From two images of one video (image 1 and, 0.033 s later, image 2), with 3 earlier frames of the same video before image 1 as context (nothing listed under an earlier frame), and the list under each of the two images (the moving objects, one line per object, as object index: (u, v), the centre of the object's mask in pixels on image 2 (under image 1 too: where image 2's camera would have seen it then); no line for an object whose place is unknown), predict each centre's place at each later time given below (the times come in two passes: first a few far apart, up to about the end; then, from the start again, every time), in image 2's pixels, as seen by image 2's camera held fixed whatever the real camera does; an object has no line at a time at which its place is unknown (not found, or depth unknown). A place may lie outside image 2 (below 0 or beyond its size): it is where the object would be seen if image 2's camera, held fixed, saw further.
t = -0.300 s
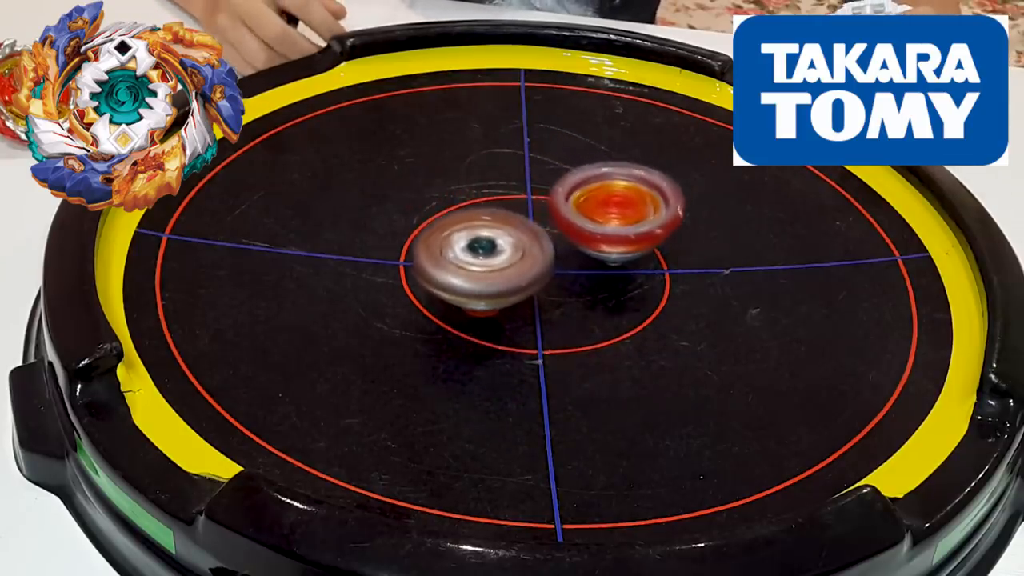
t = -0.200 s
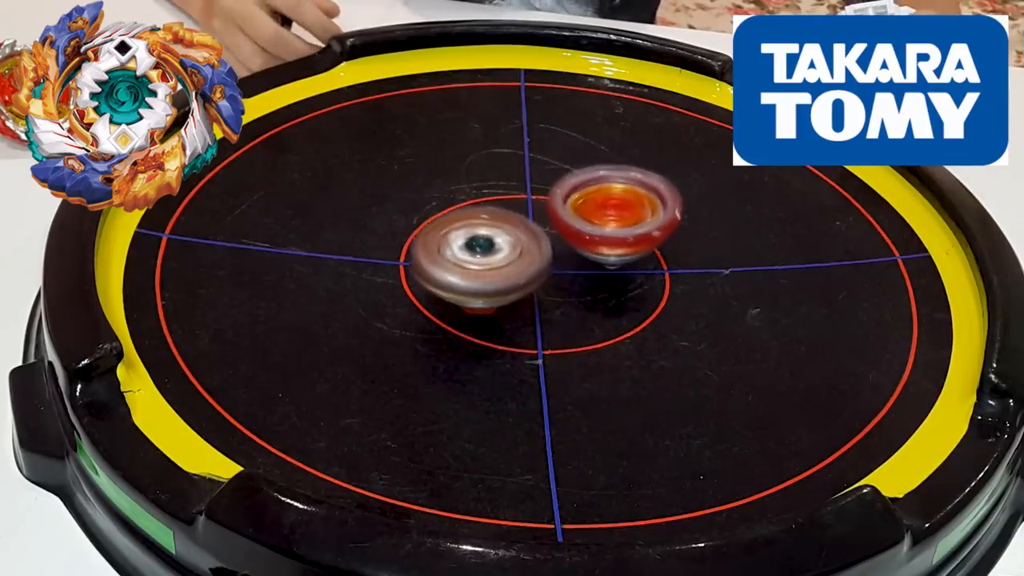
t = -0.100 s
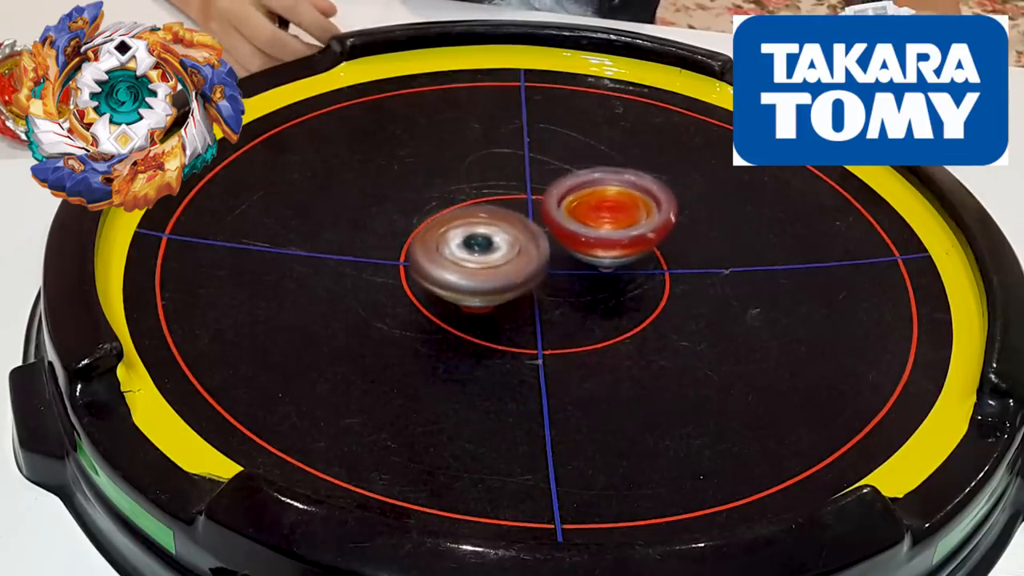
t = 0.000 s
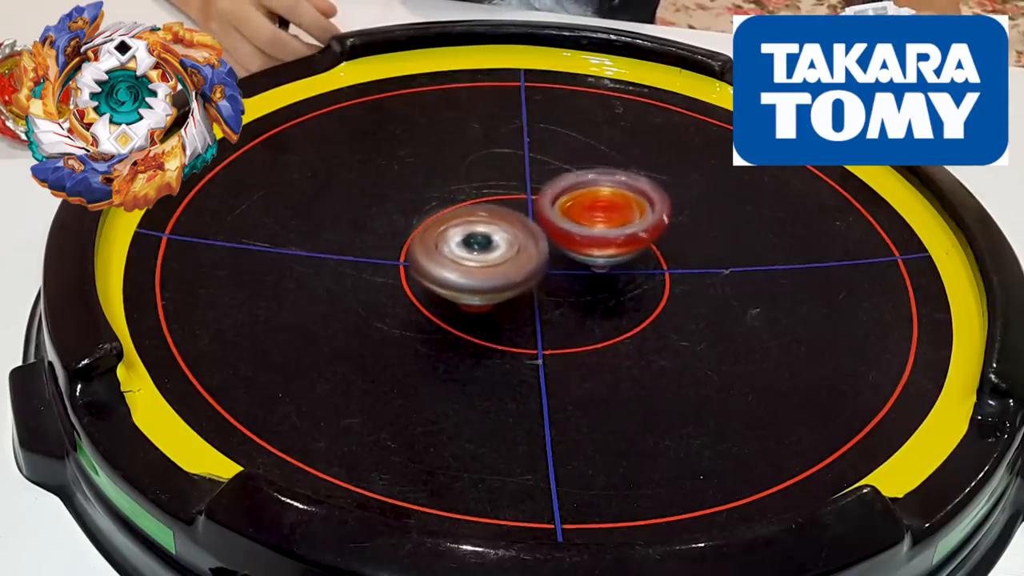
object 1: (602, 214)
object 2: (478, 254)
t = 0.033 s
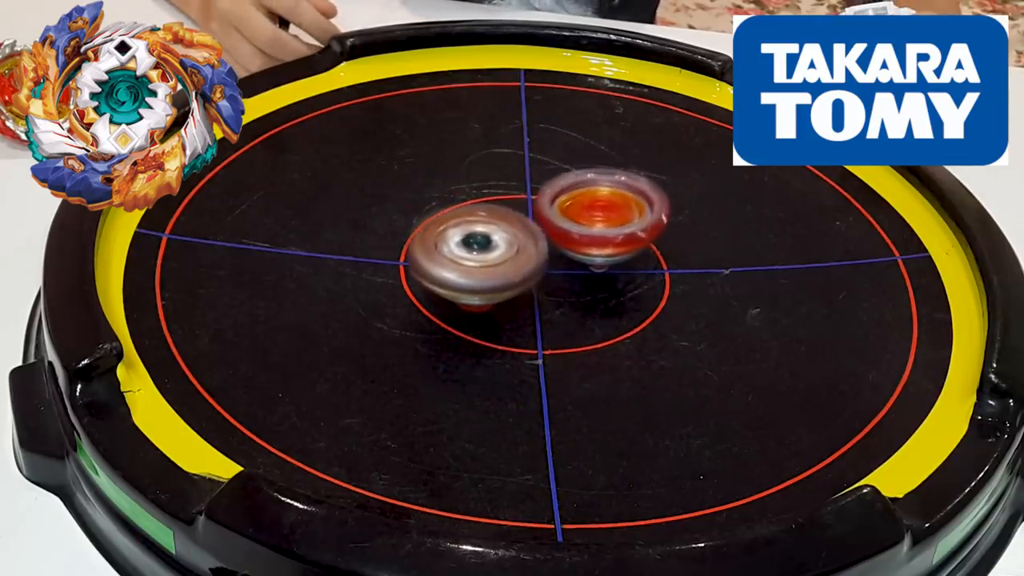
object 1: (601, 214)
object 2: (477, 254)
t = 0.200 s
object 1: (592, 213)
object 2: (466, 253)
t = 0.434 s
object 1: (580, 211)
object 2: (458, 251)
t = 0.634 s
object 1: (573, 210)
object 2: (454, 251)
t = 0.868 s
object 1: (570, 207)
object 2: (453, 254)
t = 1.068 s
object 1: (568, 204)
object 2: (458, 255)
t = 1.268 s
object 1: (574, 197)
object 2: (462, 255)
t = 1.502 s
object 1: (575, 191)
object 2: (471, 251)
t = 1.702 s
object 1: (576, 190)
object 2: (476, 245)
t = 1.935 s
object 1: (579, 190)
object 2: (473, 241)
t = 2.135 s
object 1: (588, 195)
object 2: (464, 237)
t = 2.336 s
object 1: (595, 202)
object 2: (462, 236)
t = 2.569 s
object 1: (594, 211)
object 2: (461, 236)
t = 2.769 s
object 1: (599, 215)
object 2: (461, 236)
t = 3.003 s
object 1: (597, 213)
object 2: (460, 235)
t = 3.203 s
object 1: (598, 210)
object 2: (458, 235)
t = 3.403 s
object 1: (592, 206)
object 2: (461, 234)
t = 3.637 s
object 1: (590, 202)
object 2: (461, 234)
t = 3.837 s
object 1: (587, 199)
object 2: (462, 233)
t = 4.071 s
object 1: (584, 196)
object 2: (463, 233)
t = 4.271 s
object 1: (587, 195)
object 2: (464, 232)
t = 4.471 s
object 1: (591, 196)
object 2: (465, 230)
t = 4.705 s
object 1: (595, 200)
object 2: (466, 228)
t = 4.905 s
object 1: (598, 203)
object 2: (466, 228)
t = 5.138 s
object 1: (601, 208)
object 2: (466, 227)
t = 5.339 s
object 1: (601, 210)
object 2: (464, 227)
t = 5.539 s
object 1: (604, 212)
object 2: (463, 226)
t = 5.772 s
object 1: (602, 211)
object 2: (463, 226)
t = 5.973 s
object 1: (601, 209)
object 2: (465, 226)
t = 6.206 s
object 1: (599, 204)
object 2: (463, 228)
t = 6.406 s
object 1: (598, 198)
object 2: (465, 228)
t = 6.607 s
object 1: (592, 193)
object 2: (464, 228)
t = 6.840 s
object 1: (599, 188)
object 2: (458, 231)
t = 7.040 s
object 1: (618, 183)
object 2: (460, 230)
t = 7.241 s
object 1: (626, 185)
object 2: (462, 229)
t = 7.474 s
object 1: (617, 196)
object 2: (467, 226)
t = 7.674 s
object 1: (600, 208)
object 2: (460, 222)
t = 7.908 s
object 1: (642, 216)
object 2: (406, 219)
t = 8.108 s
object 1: (681, 222)
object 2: (385, 225)
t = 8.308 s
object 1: (694, 233)
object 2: (386, 231)
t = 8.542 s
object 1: (669, 240)
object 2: (417, 236)
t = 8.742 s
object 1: (622, 240)
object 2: (476, 228)
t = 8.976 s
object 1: (672, 246)
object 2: (436, 183)
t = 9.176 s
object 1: (684, 247)
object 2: (433, 179)
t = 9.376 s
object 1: (666, 245)
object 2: (439, 179)
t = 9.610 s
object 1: (617, 236)
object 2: (449, 182)
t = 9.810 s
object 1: (577, 223)
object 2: (462, 175)
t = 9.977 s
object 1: (560, 220)
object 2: (458, 168)
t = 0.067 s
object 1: (599, 213)
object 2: (477, 253)
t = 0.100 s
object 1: (597, 214)
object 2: (475, 253)
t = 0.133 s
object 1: (594, 213)
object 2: (474, 253)
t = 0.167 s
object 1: (593, 213)
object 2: (470, 253)
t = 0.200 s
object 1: (592, 213)
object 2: (466, 253)
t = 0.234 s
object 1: (591, 213)
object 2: (465, 252)
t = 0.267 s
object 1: (590, 213)
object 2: (463, 251)
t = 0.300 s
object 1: (588, 212)
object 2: (462, 251)
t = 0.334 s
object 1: (586, 212)
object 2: (462, 251)
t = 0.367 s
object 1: (584, 212)
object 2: (461, 251)
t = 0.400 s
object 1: (581, 211)
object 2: (461, 251)
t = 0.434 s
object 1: (580, 211)
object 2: (458, 251)
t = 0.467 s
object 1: (579, 211)
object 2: (455, 251)
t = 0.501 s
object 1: (578, 211)
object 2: (455, 251)
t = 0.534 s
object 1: (577, 211)
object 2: (455, 250)
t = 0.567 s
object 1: (575, 211)
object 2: (454, 251)
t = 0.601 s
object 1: (574, 211)
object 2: (455, 251)
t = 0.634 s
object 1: (573, 210)
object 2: (454, 251)
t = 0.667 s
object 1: (572, 210)
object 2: (453, 251)
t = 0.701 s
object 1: (572, 210)
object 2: (453, 252)
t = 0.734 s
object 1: (572, 209)
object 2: (451, 252)
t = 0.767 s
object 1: (572, 208)
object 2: (451, 253)
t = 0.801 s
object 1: (572, 208)
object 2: (451, 253)
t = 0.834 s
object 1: (571, 207)
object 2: (452, 253)
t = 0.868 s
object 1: (570, 207)
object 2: (453, 254)
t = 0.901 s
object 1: (569, 207)
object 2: (453, 254)
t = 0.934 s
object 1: (569, 206)
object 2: (454, 254)
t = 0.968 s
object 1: (568, 205)
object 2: (455, 255)
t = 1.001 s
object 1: (568, 205)
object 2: (456, 255)
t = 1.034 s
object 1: (568, 205)
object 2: (456, 255)
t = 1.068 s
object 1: (568, 204)
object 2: (458, 255)
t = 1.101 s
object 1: (568, 204)
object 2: (459, 254)
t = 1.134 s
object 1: (568, 204)
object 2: (460, 254)
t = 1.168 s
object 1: (569, 202)
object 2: (459, 255)
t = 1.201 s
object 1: (571, 200)
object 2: (460, 255)
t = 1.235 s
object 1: (573, 199)
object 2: (461, 255)
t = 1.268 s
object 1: (574, 197)
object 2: (462, 255)
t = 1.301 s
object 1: (574, 196)
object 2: (464, 254)
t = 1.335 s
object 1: (575, 195)
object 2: (465, 254)
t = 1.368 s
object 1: (575, 194)
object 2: (466, 254)
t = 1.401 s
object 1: (575, 193)
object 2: (467, 253)
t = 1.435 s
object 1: (575, 192)
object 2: (469, 252)
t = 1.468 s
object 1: (575, 192)
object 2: (470, 252)
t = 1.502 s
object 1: (575, 191)
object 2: (471, 251)
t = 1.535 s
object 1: (575, 191)
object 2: (472, 250)
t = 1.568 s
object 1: (574, 191)
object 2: (473, 249)
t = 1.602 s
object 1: (574, 191)
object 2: (474, 248)
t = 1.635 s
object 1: (574, 191)
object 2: (473, 247)
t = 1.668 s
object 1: (575, 190)
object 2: (475, 246)
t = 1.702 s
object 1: (576, 190)
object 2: (476, 245)
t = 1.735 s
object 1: (576, 190)
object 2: (475, 245)
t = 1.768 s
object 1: (576, 190)
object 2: (475, 243)
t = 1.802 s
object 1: (577, 190)
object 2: (475, 243)
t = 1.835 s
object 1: (577, 190)
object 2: (474, 242)
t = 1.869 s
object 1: (578, 190)
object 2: (474, 242)
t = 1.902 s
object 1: (578, 190)
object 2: (473, 241)
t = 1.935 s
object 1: (579, 190)
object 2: (473, 241)
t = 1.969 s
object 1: (579, 191)
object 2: (471, 241)
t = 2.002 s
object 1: (580, 191)
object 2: (471, 239)
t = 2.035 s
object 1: (582, 192)
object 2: (467, 239)
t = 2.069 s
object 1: (585, 193)
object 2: (466, 238)
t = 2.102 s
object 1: (586, 194)
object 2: (466, 237)
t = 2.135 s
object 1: (588, 195)
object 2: (464, 237)
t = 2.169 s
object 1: (589, 196)
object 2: (463, 237)
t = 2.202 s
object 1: (590, 197)
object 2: (464, 237)
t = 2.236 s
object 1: (592, 198)
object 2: (463, 237)
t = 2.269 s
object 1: (593, 200)
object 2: (462, 236)
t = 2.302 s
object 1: (594, 201)
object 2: (462, 237)
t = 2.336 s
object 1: (595, 202)
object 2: (462, 236)
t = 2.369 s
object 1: (595, 204)
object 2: (461, 236)
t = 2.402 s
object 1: (595, 205)
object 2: (461, 236)
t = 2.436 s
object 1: (595, 206)
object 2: (461, 236)
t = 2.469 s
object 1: (594, 207)
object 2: (461, 236)
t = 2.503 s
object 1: (594, 209)
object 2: (461, 236)
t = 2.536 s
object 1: (594, 210)
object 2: (461, 236)
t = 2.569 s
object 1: (594, 211)
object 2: (461, 236)
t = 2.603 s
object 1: (595, 212)
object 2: (459, 236)
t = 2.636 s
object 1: (597, 213)
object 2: (458, 236)
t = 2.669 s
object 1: (598, 214)
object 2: (459, 236)
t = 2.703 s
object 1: (599, 215)
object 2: (459, 236)
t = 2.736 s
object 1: (599, 215)
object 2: (459, 236)
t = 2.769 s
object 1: (599, 215)
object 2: (461, 236)
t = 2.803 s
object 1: (599, 215)
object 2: (461, 236)
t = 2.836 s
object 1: (599, 214)
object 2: (460, 236)
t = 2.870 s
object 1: (598, 214)
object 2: (461, 235)
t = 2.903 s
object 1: (598, 214)
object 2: (461, 235)
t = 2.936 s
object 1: (598, 213)
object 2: (460, 236)
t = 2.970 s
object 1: (598, 213)
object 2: (460, 236)
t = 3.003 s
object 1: (597, 213)
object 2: (460, 235)
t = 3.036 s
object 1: (597, 212)
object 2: (459, 236)
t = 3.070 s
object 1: (596, 212)
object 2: (460, 236)
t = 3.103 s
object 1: (595, 212)
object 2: (460, 235)
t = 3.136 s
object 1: (597, 211)
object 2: (457, 236)
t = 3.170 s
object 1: (597, 210)
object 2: (458, 236)
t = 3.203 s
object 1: (598, 210)
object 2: (458, 235)
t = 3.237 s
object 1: (598, 209)
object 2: (458, 235)
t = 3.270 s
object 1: (597, 209)
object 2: (459, 235)
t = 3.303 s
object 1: (596, 208)
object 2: (460, 235)
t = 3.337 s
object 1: (595, 208)
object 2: (461, 235)
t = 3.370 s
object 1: (594, 207)
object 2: (461, 235)
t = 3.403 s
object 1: (592, 206)
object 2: (461, 234)
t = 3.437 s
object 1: (590, 206)
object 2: (461, 234)
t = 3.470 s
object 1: (590, 205)
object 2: (461, 234)
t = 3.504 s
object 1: (590, 205)
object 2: (460, 235)
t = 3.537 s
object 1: (590, 204)
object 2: (460, 234)
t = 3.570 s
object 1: (590, 203)
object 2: (460, 234)
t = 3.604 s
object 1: (590, 203)
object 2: (460, 234)
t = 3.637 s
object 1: (590, 202)
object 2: (461, 234)
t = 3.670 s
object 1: (590, 201)
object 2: (461, 234)
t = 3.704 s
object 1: (590, 201)
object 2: (461, 234)
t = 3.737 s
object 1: (590, 200)
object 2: (461, 234)
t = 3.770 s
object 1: (589, 200)
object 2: (462, 234)
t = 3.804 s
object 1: (588, 199)
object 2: (462, 233)
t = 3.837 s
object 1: (587, 199)
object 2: (462, 233)
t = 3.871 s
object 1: (586, 199)
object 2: (461, 234)
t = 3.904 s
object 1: (585, 198)
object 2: (462, 233)
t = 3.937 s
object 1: (585, 197)
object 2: (463, 233)
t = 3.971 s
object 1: (585, 197)
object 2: (463, 233)
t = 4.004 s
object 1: (584, 197)
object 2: (463, 233)
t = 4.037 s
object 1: (584, 196)
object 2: (463, 232)
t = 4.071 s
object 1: (584, 196)
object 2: (463, 233)
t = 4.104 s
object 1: (586, 195)
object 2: (464, 232)
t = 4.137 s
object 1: (587, 195)
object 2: (464, 232)
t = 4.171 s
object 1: (587, 195)
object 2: (464, 233)
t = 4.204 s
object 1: (587, 195)
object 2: (466, 232)
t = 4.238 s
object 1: (587, 195)
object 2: (465, 232)
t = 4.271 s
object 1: (587, 195)
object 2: (464, 232)
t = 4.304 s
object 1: (588, 195)
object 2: (466, 231)
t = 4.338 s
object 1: (588, 195)
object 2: (466, 231)
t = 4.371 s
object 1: (589, 195)
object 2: (463, 231)
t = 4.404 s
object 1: (590, 196)
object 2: (465, 231)
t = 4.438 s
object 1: (591, 196)
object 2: (466, 231)
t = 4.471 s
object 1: (591, 196)
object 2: (465, 230)
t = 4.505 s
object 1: (591, 196)
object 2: (466, 230)
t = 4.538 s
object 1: (591, 197)
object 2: (467, 230)
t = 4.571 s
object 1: (591, 197)
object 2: (467, 229)
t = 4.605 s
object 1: (592, 198)
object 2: (466, 229)
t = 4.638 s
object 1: (593, 199)
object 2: (466, 229)
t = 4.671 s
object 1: (594, 199)
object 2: (467, 229)
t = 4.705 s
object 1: (595, 200)
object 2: (466, 228)
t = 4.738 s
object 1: (596, 201)
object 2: (466, 229)
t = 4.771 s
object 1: (597, 201)
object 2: (468, 229)
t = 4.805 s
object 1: (597, 201)
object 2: (467, 228)
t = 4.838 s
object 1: (597, 202)
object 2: (466, 228)
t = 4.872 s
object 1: (597, 202)
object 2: (467, 228)
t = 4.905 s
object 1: (598, 203)
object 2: (466, 228)
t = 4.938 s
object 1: (600, 204)
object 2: (464, 228)
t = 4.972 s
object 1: (601, 204)
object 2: (465, 229)
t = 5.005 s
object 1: (602, 205)
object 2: (466, 227)
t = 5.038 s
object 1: (603, 206)
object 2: (465, 227)
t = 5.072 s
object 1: (602, 207)
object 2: (465, 227)
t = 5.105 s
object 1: (601, 207)
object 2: (465, 227)
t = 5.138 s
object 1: (601, 208)
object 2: (466, 227)
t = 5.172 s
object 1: (601, 208)
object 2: (465, 226)
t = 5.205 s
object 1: (600, 209)
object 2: (464, 227)
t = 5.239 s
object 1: (600, 209)
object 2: (465, 227)
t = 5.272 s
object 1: (601, 210)
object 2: (465, 227)
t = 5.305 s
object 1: (601, 210)
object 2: (463, 226)
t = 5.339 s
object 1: (601, 210)
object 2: (464, 227)
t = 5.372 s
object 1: (601, 211)
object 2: (465, 227)
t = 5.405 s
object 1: (601, 211)
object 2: (463, 226)
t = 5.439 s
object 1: (602, 212)
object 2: (463, 226)
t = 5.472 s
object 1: (602, 212)
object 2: (464, 226)
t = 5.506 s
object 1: (603, 212)
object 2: (464, 226)
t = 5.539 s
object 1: (604, 212)
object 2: (463, 226)
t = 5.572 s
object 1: (605, 212)
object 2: (463, 226)
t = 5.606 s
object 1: (604, 212)
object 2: (464, 226)
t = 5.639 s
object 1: (604, 212)
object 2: (464, 225)
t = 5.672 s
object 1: (603, 212)
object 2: (464, 225)
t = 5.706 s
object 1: (602, 212)
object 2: (464, 226)
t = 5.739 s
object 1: (602, 211)
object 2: (464, 226)
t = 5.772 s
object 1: (602, 211)
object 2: (463, 226)
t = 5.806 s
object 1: (601, 211)
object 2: (464, 226)
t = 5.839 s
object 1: (602, 211)
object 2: (464, 226)
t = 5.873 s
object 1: (602, 210)
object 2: (463, 226)
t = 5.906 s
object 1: (602, 209)
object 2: (463, 226)
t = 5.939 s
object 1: (601, 209)
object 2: (465, 227)
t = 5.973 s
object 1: (601, 209)
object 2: (465, 226)
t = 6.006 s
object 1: (601, 208)
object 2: (464, 226)
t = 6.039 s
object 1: (601, 208)
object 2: (464, 227)
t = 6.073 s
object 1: (601, 207)
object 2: (466, 227)
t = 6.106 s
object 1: (600, 206)
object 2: (466, 226)
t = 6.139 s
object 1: (598, 206)
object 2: (465, 226)
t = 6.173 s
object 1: (598, 206)
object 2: (465, 227)
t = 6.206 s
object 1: (599, 204)
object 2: (463, 228)
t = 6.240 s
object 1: (601, 203)
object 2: (463, 229)
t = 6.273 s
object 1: (601, 202)
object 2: (463, 228)
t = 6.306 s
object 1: (601, 201)
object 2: (463, 228)
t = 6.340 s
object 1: (600, 200)
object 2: (462, 228)
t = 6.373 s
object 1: (599, 199)
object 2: (463, 228)
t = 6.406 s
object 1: (598, 198)
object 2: (465, 228)
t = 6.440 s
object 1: (597, 197)
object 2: (465, 227)
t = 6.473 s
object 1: (594, 196)
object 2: (464, 227)
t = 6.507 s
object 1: (592, 196)
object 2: (464, 227)
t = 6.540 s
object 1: (590, 196)
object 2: (465, 227)
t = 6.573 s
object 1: (591, 195)
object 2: (463, 228)
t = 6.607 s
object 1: (592, 193)
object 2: (464, 228)
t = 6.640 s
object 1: (591, 193)
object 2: (466, 228)
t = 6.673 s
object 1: (590, 192)
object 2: (465, 227)
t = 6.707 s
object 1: (589, 192)
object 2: (464, 227)
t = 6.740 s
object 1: (588, 192)
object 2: (465, 227)
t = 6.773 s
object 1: (588, 192)
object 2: (466, 228)
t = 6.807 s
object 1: (593, 190)
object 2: (461, 229)
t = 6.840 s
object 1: (599, 188)
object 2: (458, 231)
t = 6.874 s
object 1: (604, 187)
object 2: (458, 231)
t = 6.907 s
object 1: (607, 186)
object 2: (459, 230)
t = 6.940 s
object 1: (610, 185)
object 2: (458, 229)
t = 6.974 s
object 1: (613, 184)
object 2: (458, 230)
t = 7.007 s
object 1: (616, 183)
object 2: (459, 230)
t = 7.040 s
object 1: (618, 183)
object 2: (460, 230)
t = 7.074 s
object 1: (620, 183)
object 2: (460, 230)
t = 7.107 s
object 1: (622, 183)
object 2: (460, 230)
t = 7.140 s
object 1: (624, 183)
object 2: (459, 230)
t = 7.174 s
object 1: (625, 183)
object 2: (461, 230)
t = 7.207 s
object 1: (625, 184)
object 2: (462, 229)
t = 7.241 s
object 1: (626, 185)
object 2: (462, 229)
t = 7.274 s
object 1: (626, 186)
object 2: (462, 229)
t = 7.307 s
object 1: (625, 188)
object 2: (463, 229)
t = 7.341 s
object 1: (624, 189)
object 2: (465, 228)
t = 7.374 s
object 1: (622, 191)
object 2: (464, 227)
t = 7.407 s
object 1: (622, 193)
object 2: (464, 227)
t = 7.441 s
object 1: (620, 194)
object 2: (465, 227)
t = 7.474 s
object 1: (617, 196)
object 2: (467, 226)
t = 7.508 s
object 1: (614, 199)
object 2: (466, 225)
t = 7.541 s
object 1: (610, 201)
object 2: (465, 224)
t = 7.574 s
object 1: (607, 203)
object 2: (466, 224)
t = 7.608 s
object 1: (603, 205)
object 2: (467, 223)
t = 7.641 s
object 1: (600, 206)
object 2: (466, 222)
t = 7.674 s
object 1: (600, 208)
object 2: (460, 222)
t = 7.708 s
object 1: (602, 210)
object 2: (459, 221)
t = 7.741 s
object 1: (601, 212)
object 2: (460, 221)
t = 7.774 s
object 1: (600, 214)
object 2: (461, 221)
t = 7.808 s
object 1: (611, 214)
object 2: (447, 221)
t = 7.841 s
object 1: (626, 215)
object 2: (429, 220)
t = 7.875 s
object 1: (634, 215)
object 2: (417, 220)
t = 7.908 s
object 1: (642, 216)
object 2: (406, 219)
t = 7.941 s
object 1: (650, 217)
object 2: (398, 219)
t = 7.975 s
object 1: (659, 217)
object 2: (393, 221)
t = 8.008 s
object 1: (665, 218)
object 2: (389, 222)
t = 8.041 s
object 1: (669, 219)
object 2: (386, 223)
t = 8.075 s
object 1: (674, 221)
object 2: (385, 224)
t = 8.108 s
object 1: (681, 222)
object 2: (385, 225)
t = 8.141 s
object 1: (684, 224)
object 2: (384, 226)
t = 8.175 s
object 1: (687, 226)
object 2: (384, 228)
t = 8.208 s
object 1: (691, 228)
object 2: (384, 229)
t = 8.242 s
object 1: (694, 229)
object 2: (385, 229)
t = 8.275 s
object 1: (694, 231)
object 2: (385, 230)
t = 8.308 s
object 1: (694, 233)
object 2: (386, 231)
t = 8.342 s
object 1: (694, 234)
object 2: (388, 232)
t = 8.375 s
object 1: (692, 235)
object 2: (390, 233)
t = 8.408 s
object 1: (688, 236)
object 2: (393, 233)
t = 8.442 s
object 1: (685, 238)
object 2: (397, 234)
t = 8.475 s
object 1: (681, 238)
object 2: (402, 235)
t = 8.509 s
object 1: (675, 239)
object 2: (408, 235)
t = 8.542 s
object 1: (669, 240)
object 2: (417, 236)
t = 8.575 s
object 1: (661, 241)
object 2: (426, 235)
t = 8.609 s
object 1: (656, 241)
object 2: (436, 236)
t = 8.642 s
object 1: (646, 241)
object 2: (447, 234)
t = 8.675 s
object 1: (638, 241)
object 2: (456, 233)
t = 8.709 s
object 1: (631, 241)
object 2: (467, 231)
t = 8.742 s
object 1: (622, 240)
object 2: (476, 228)
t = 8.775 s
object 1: (624, 240)
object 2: (475, 223)
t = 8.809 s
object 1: (638, 242)
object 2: (462, 213)
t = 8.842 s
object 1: (649, 244)
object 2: (450, 206)
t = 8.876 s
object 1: (658, 245)
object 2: (442, 198)
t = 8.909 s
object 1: (663, 246)
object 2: (441, 192)
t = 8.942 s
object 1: (667, 246)
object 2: (438, 187)
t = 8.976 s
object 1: (672, 246)
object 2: (436, 183)
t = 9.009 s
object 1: (675, 246)
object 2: (434, 181)
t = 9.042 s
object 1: (678, 246)
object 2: (432, 179)
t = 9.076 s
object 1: (682, 247)
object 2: (431, 178)
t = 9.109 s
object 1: (683, 246)
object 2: (430, 179)
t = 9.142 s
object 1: (684, 247)
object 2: (429, 178)
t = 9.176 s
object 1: (684, 247)
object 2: (433, 179)
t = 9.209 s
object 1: (684, 247)
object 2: (436, 179)
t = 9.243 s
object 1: (681, 246)
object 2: (438, 178)
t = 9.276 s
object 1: (678, 246)
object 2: (439, 178)
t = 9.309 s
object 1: (675, 246)
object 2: (439, 178)
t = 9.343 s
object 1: (671, 245)
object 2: (439, 178)
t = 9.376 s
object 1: (666, 245)
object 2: (439, 179)
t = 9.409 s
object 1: (661, 244)
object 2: (440, 179)
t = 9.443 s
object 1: (654, 244)
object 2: (441, 180)
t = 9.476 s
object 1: (646, 242)
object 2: (441, 180)
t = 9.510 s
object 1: (640, 241)
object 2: (443, 181)
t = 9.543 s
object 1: (633, 240)
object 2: (444, 182)
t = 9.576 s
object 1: (624, 238)
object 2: (445, 182)
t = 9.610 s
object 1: (617, 236)
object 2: (449, 182)
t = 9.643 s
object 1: (609, 235)
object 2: (451, 182)
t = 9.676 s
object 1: (599, 232)
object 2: (455, 183)
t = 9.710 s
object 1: (593, 229)
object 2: (459, 183)
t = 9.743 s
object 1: (584, 227)
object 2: (462, 182)
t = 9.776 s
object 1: (578, 224)
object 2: (464, 181)
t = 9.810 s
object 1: (577, 223)
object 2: (462, 175)
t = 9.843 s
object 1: (575, 222)
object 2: (461, 173)
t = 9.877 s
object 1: (572, 221)
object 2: (462, 171)
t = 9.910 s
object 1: (570, 219)
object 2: (462, 169)
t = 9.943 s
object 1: (565, 219)
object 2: (461, 168)
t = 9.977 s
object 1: (560, 220)
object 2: (458, 168)
